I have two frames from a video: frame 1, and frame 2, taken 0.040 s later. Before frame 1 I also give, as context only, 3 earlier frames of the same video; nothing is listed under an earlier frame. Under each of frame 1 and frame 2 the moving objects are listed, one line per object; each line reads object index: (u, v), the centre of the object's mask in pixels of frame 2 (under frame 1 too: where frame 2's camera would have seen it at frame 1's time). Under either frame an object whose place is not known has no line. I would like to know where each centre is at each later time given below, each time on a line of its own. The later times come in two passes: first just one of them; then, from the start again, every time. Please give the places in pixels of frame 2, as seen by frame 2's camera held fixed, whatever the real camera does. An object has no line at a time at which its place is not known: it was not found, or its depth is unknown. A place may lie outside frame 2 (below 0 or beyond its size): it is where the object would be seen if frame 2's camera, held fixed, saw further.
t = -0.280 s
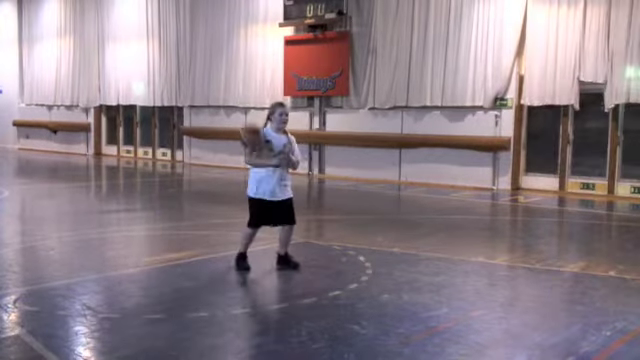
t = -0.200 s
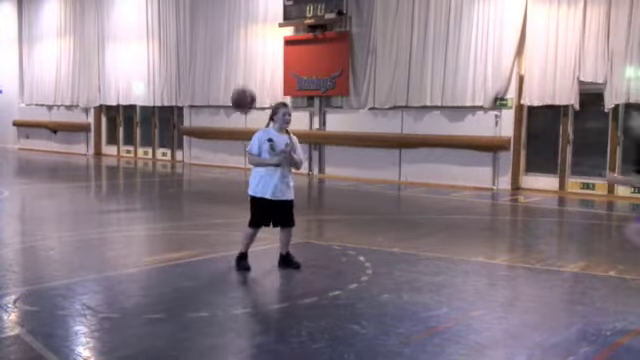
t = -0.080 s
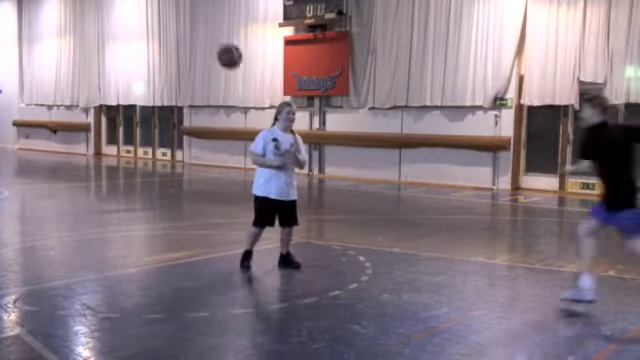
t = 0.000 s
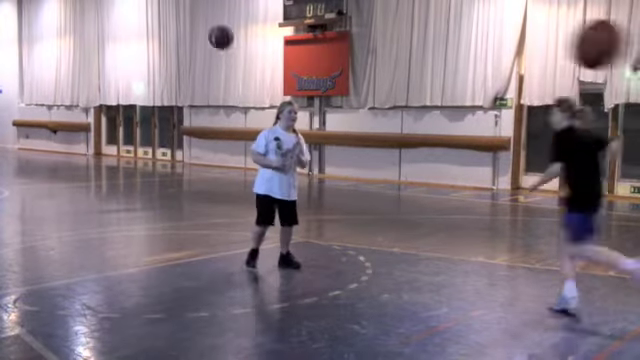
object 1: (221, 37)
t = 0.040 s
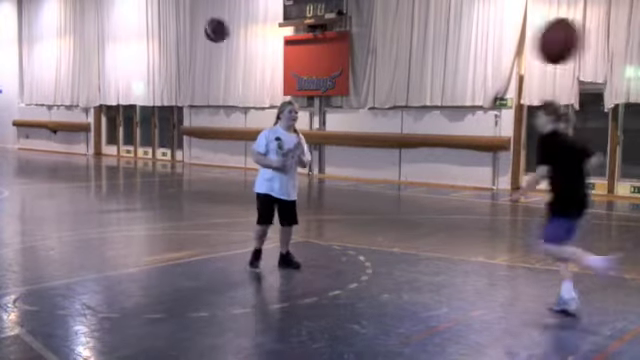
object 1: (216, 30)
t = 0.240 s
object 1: (196, 23)
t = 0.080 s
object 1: (212, 25)
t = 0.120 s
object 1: (208, 22)
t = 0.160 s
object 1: (204, 21)
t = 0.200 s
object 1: (200, 21)
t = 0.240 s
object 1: (196, 23)
